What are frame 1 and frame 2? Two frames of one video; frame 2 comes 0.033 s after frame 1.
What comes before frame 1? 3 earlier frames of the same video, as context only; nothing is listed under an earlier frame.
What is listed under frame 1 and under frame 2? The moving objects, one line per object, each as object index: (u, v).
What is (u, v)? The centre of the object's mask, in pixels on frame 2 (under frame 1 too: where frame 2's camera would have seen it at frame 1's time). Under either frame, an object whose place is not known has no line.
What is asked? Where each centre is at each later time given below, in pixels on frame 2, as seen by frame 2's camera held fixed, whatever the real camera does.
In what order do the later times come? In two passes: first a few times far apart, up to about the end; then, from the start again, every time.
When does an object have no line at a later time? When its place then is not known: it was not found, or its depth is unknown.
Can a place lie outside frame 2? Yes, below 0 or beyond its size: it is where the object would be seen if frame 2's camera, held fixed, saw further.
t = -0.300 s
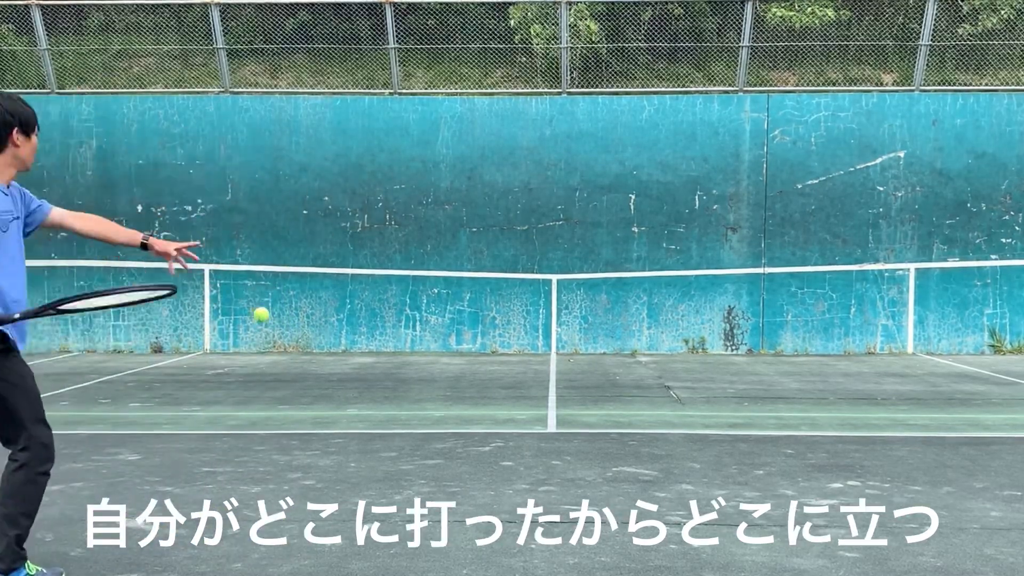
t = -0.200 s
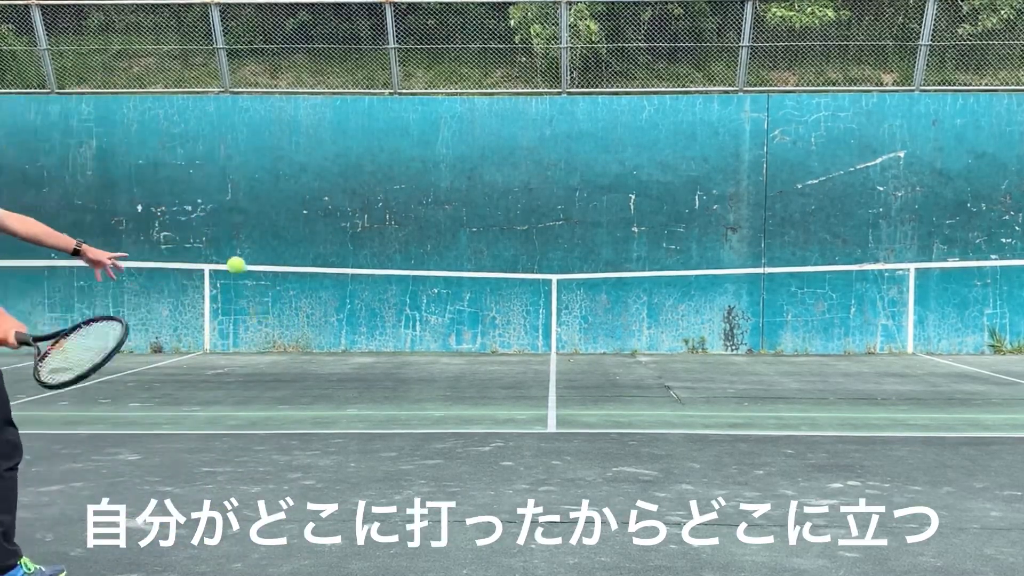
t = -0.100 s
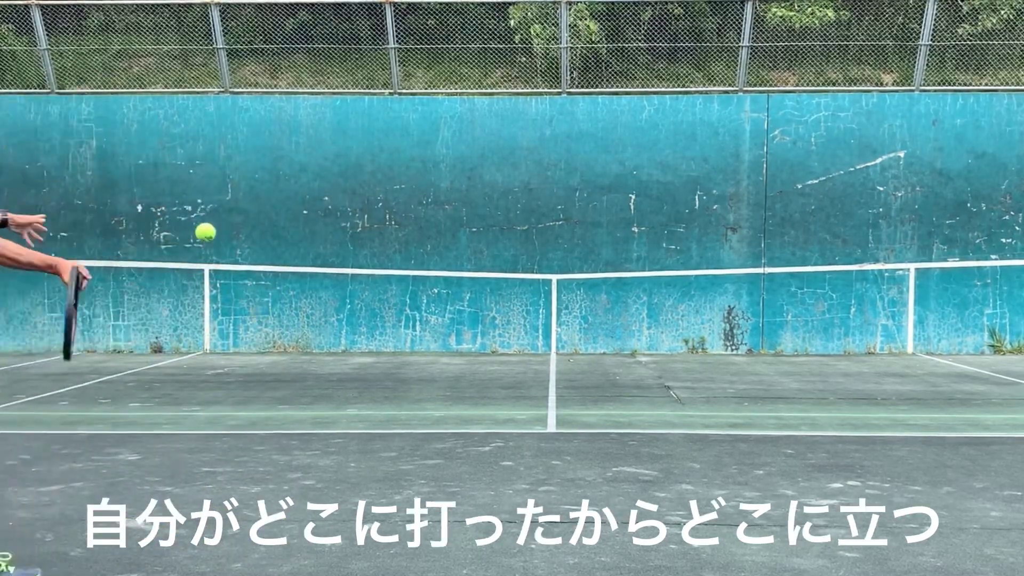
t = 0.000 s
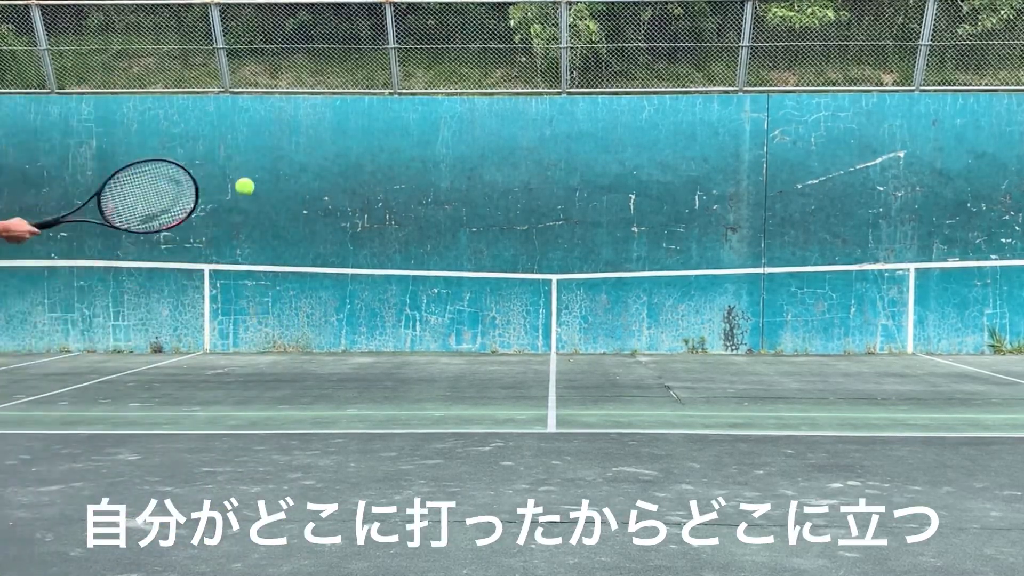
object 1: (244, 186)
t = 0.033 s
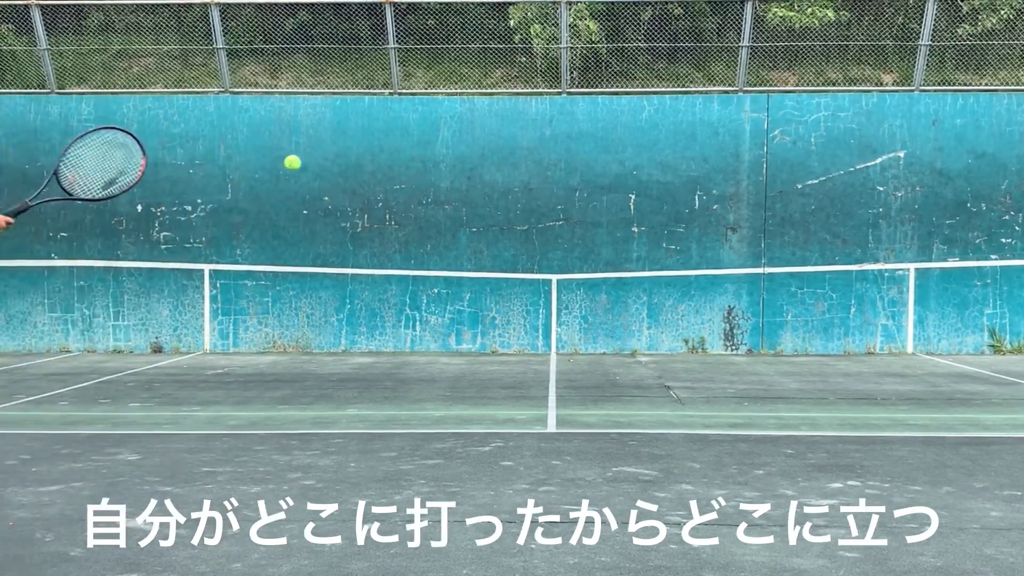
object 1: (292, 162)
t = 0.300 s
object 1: (460, 127)
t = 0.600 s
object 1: (501, 150)
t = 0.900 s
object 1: (478, 208)
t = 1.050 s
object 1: (463, 302)
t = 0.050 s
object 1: (312, 154)
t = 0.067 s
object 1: (329, 147)
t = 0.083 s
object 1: (344, 141)
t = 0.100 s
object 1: (358, 136)
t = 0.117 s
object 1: (371, 132)
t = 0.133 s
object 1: (382, 129)
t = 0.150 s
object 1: (393, 127)
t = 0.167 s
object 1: (403, 126)
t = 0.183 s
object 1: (412, 124)
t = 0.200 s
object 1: (420, 124)
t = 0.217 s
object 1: (428, 124)
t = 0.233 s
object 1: (435, 124)
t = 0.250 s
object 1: (442, 124)
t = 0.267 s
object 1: (448, 125)
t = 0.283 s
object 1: (454, 126)
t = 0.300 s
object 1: (460, 127)
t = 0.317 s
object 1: (465, 129)
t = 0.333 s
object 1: (470, 130)
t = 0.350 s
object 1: (475, 132)
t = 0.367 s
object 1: (479, 134)
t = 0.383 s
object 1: (483, 136)
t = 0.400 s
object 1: (488, 139)
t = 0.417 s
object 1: (491, 141)
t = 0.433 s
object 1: (495, 144)
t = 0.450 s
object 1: (499, 147)
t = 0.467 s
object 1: (503, 149)
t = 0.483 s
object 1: (506, 153)
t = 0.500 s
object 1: (507, 153)
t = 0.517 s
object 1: (506, 152)
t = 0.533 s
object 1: (505, 151)
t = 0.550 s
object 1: (504, 150)
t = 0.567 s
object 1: (503, 150)
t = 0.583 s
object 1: (502, 150)
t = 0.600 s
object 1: (501, 150)
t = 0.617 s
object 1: (500, 150)
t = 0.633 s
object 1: (499, 150)
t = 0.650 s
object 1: (497, 151)
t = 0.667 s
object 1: (497, 152)
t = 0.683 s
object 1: (495, 154)
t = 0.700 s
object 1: (494, 155)
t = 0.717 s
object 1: (493, 158)
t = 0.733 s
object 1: (492, 160)
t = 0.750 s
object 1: (491, 163)
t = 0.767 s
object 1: (489, 166)
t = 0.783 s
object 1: (488, 170)
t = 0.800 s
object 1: (487, 174)
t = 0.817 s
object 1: (485, 178)
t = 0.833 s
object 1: (484, 183)
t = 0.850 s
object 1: (483, 189)
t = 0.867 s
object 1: (481, 195)
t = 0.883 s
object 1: (480, 201)
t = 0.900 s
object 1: (478, 208)
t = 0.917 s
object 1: (477, 216)
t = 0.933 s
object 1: (475, 224)
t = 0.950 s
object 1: (474, 233)
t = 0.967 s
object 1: (472, 242)
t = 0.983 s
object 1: (470, 253)
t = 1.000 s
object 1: (469, 264)
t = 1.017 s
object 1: (467, 275)
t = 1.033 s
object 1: (465, 288)
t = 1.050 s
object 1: (463, 302)
